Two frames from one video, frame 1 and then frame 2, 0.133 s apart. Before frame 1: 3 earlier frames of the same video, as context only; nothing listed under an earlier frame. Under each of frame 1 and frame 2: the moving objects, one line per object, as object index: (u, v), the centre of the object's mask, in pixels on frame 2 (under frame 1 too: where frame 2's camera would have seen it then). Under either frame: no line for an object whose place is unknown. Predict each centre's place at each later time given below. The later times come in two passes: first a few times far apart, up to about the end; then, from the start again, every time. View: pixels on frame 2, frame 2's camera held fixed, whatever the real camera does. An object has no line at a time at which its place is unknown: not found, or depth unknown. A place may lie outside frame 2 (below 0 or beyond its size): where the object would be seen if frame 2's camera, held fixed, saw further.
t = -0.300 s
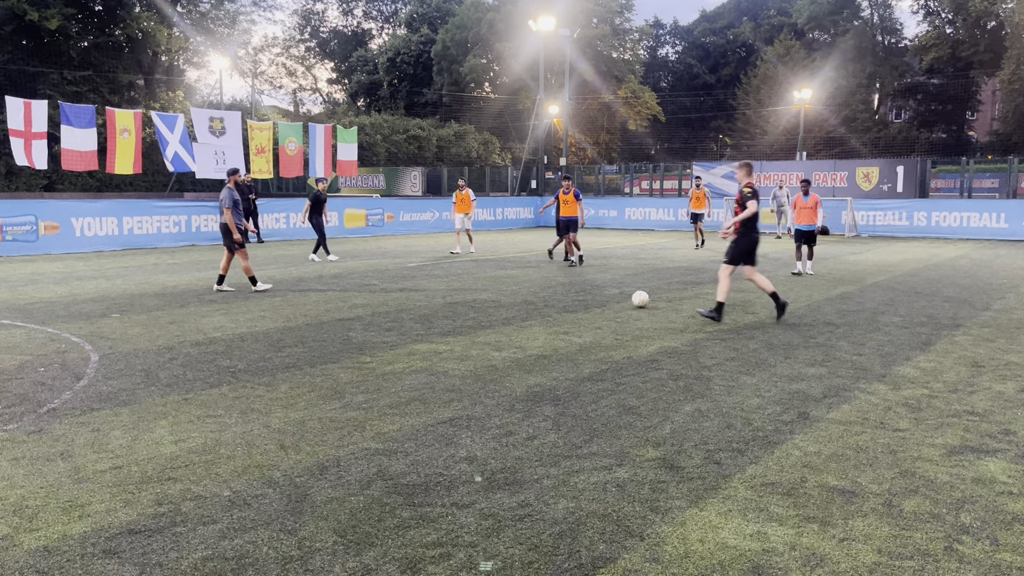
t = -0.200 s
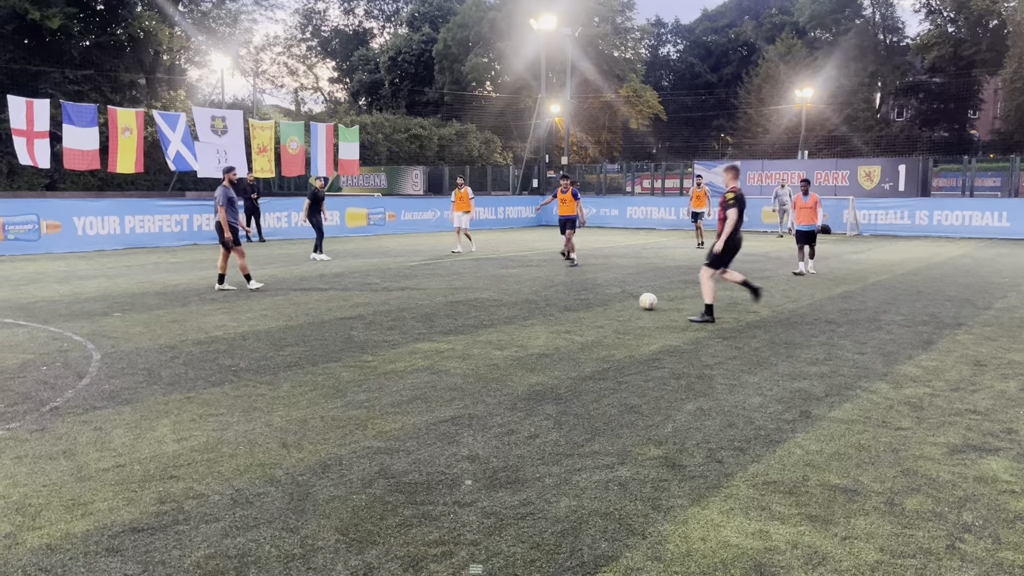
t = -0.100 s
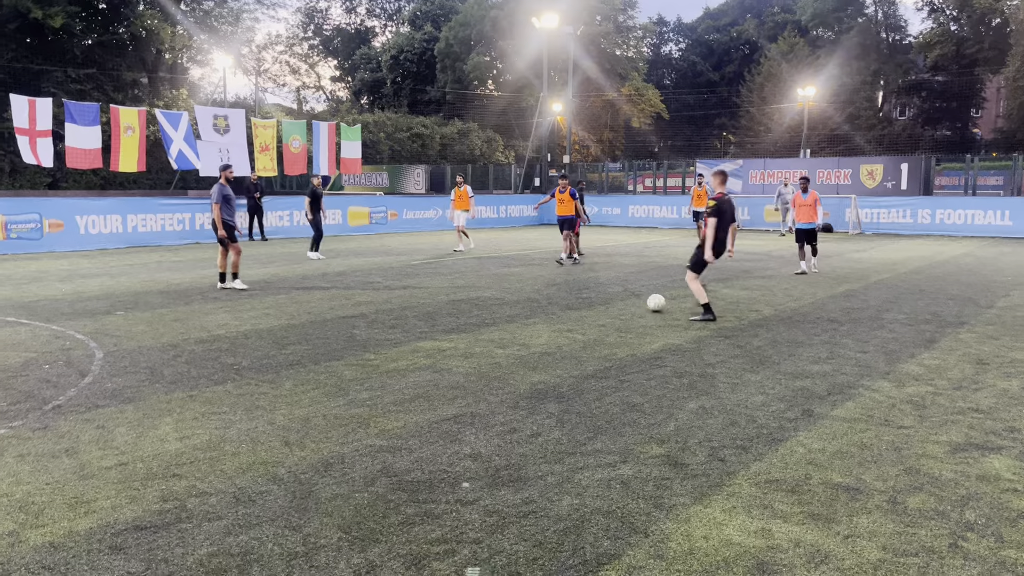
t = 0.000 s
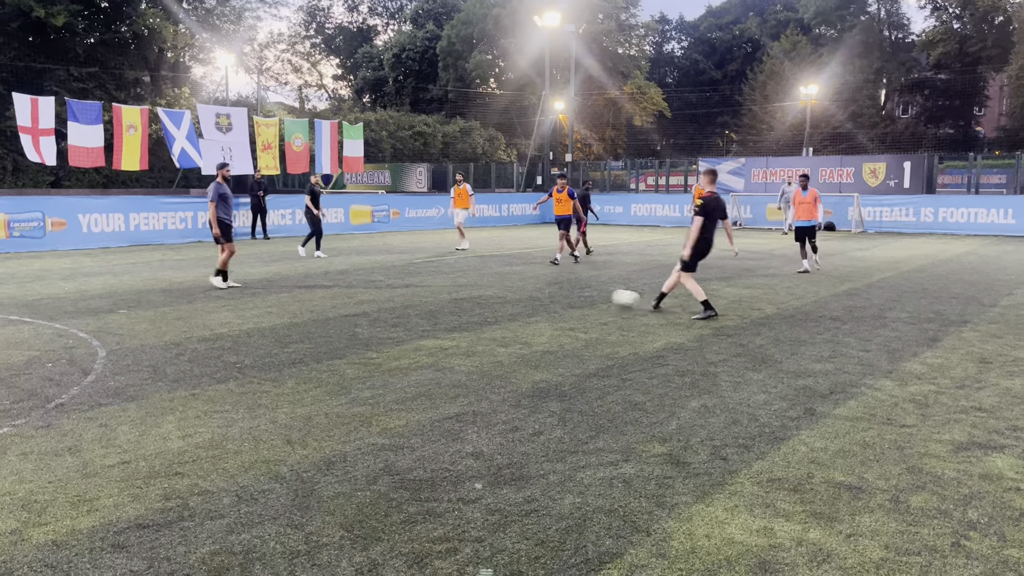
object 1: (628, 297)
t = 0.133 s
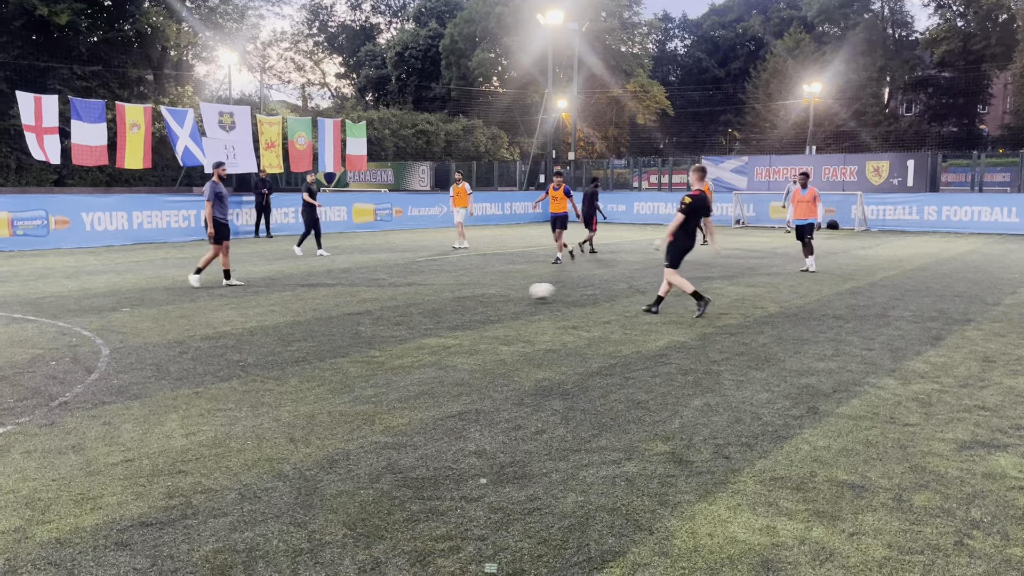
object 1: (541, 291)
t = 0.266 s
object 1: (469, 286)
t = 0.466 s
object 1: (380, 285)
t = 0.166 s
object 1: (521, 292)
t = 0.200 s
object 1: (502, 292)
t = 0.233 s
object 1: (486, 288)
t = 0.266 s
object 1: (469, 286)
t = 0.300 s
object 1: (453, 284)
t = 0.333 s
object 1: (438, 283)
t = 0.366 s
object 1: (422, 284)
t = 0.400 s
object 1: (408, 285)
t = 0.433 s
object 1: (392, 286)
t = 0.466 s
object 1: (380, 285)
